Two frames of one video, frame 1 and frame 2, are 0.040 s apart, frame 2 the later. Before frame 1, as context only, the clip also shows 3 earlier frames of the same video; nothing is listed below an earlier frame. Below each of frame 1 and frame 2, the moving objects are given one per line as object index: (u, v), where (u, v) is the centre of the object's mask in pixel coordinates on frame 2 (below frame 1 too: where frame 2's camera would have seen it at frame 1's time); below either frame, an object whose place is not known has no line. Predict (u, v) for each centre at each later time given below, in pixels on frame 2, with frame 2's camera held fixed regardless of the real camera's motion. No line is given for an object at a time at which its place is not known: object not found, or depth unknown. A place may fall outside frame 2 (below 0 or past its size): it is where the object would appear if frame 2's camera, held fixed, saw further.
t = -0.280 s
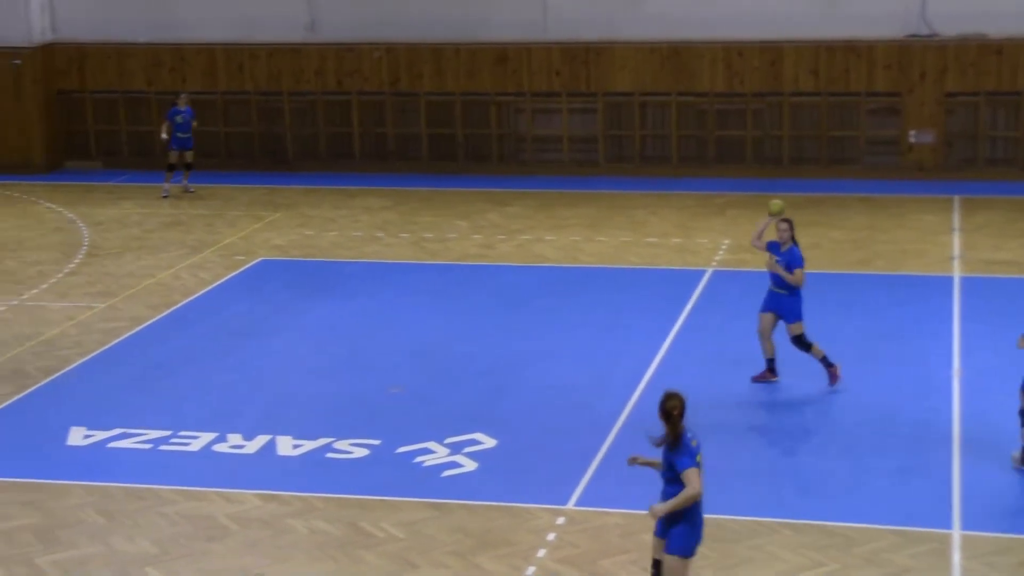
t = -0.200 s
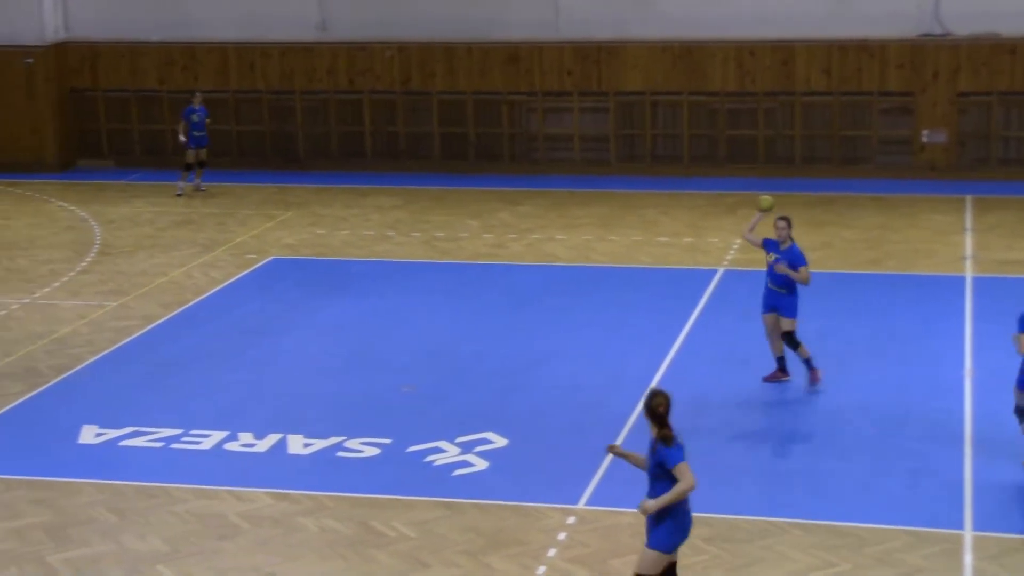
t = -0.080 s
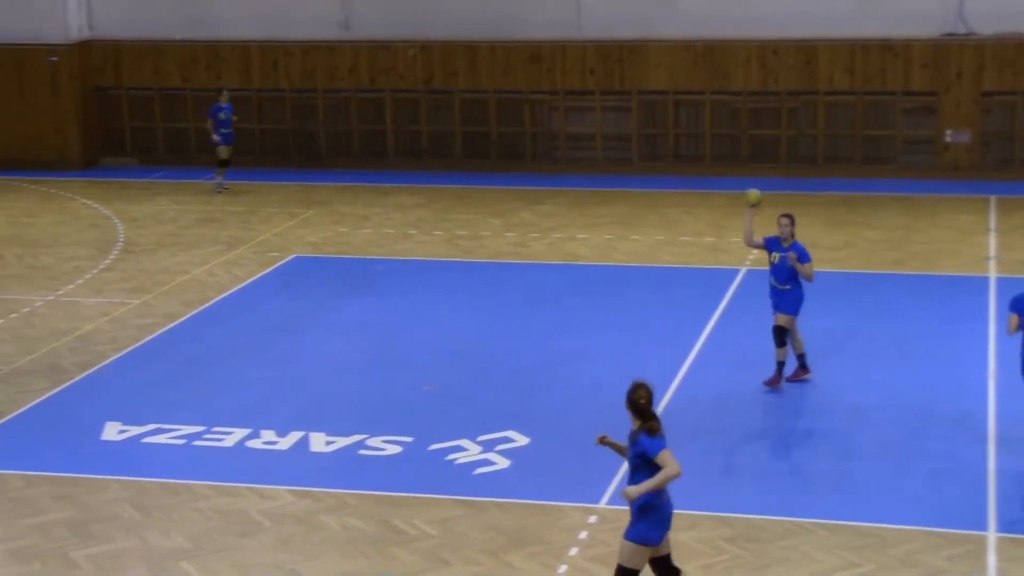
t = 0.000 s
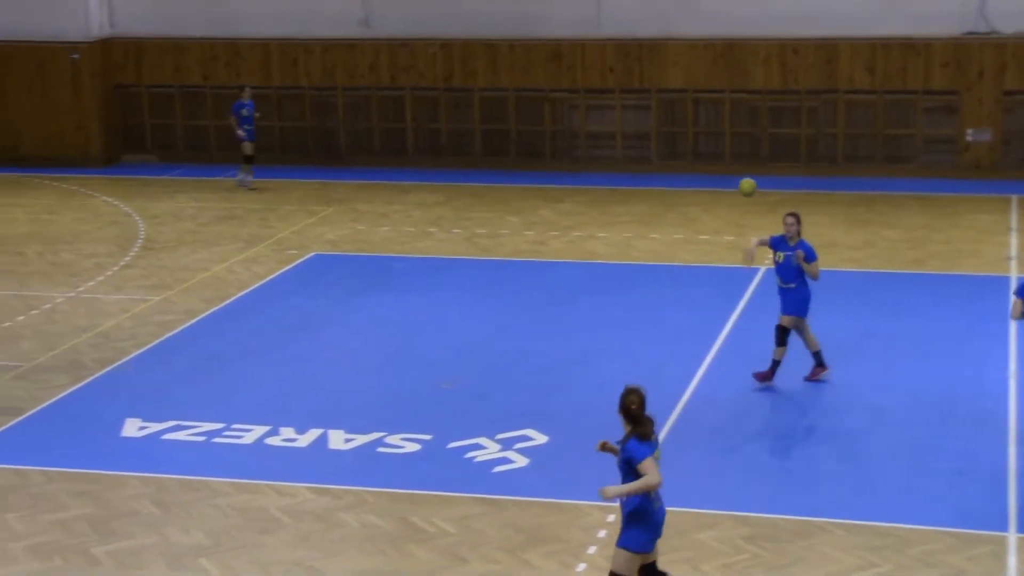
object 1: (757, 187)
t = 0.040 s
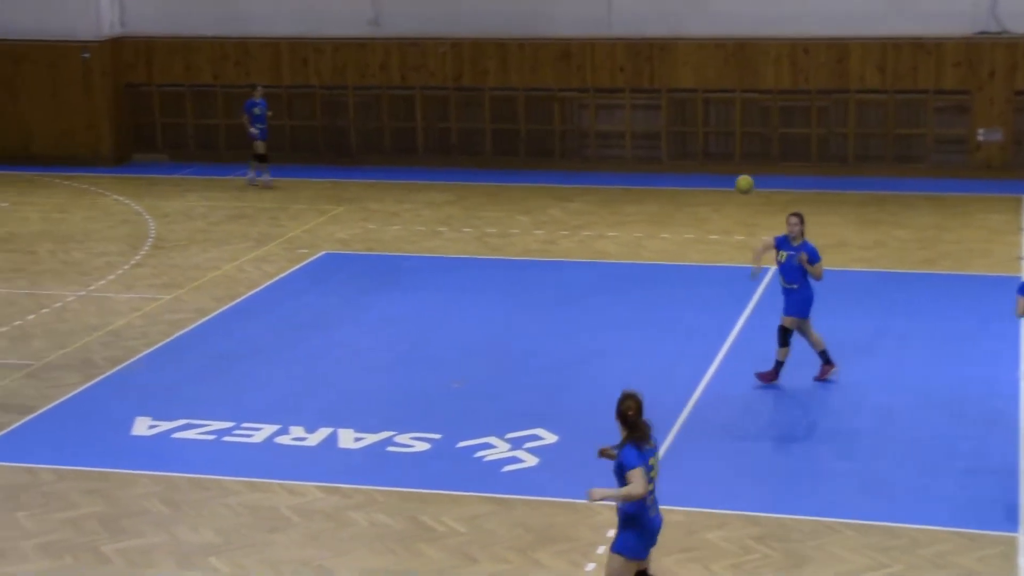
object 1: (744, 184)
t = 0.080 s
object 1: (732, 184)
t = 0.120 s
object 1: (719, 185)
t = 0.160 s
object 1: (705, 187)
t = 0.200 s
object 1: (691, 192)
